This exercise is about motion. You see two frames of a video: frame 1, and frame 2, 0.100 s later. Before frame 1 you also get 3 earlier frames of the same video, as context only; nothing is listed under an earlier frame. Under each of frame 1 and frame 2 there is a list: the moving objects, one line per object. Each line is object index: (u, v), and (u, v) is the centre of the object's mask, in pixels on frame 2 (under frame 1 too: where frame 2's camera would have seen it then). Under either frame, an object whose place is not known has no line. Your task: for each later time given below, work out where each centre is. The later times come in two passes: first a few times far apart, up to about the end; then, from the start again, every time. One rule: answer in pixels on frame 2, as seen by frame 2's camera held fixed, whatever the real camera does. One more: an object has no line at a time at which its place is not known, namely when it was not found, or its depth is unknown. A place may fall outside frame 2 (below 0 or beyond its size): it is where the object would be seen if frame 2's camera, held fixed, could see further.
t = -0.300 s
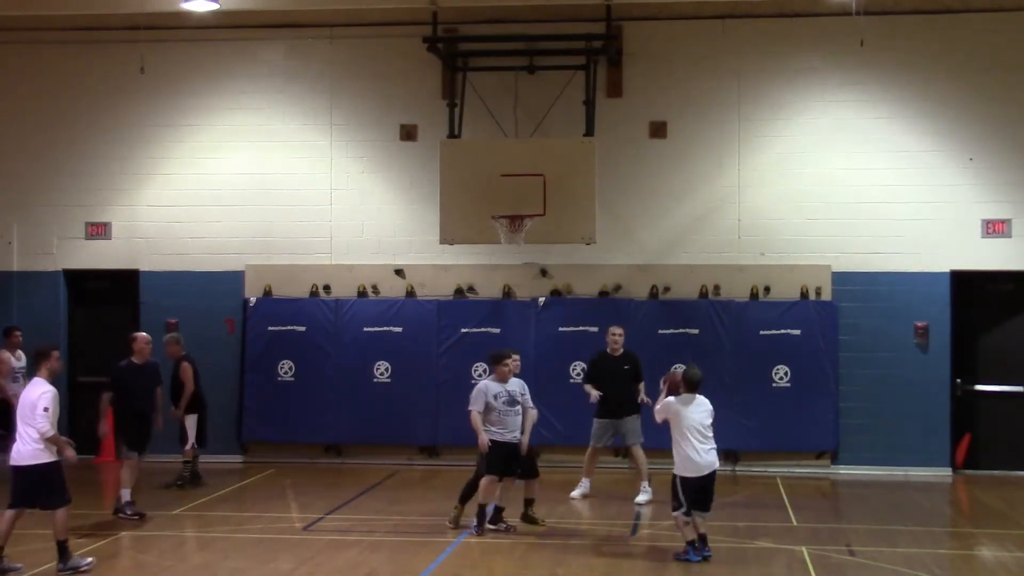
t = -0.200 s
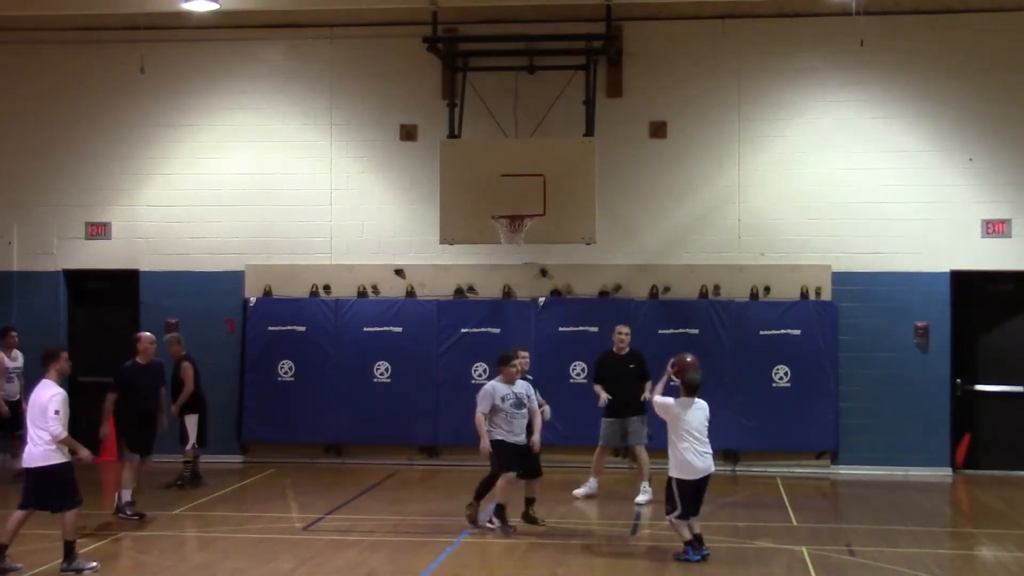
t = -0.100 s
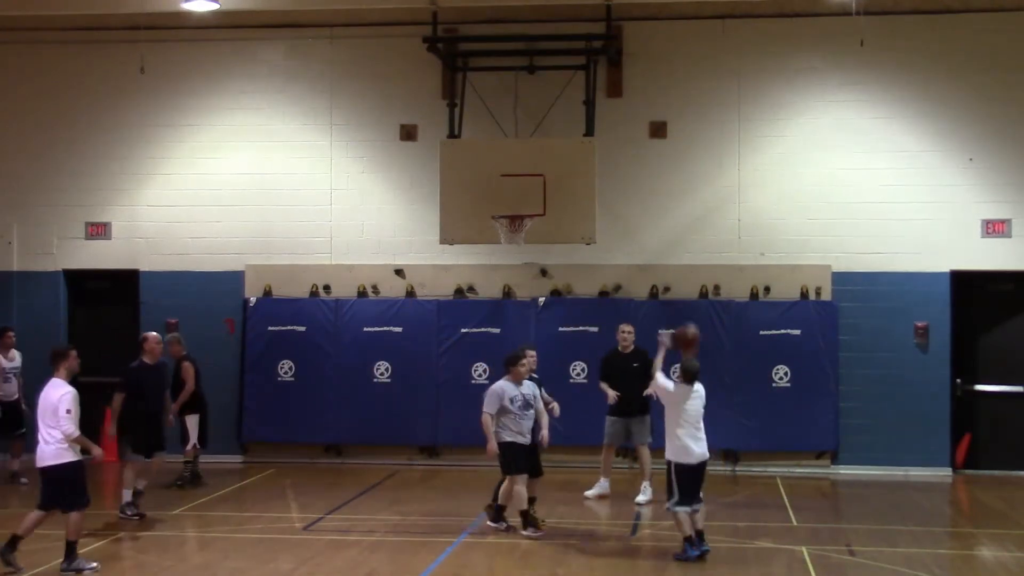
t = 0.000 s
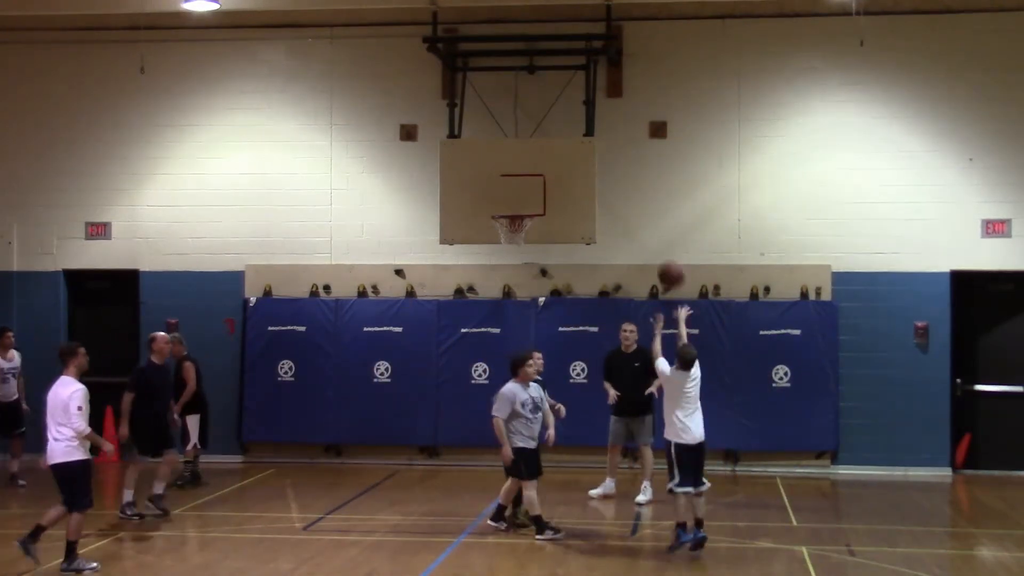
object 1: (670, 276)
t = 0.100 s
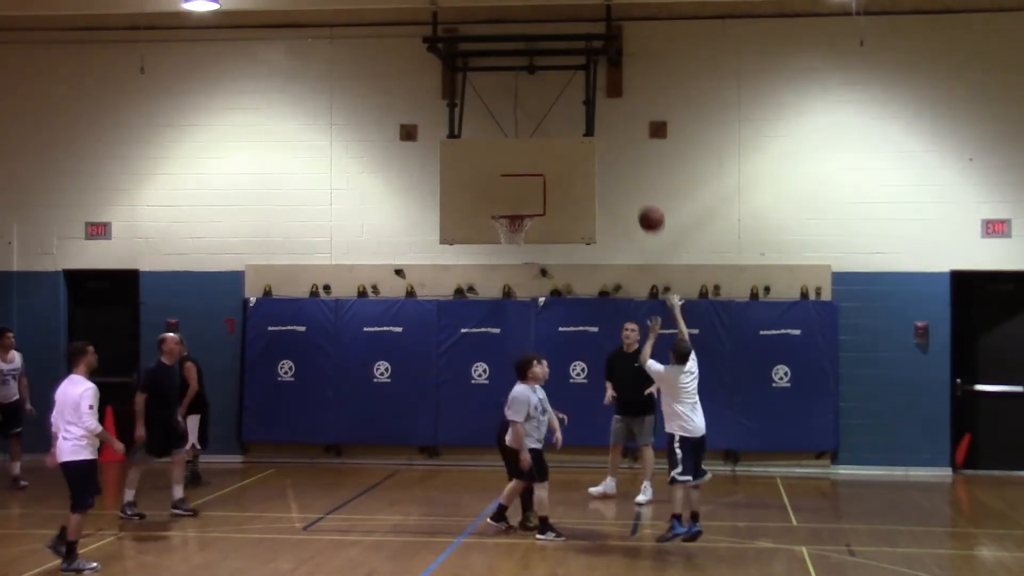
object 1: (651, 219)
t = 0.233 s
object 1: (626, 166)
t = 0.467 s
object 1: (588, 124)
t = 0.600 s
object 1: (569, 123)
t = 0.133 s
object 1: (644, 203)
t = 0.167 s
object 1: (638, 190)
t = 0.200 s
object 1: (632, 177)
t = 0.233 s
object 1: (626, 166)
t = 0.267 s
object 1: (620, 156)
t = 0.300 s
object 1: (614, 147)
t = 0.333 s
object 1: (609, 140)
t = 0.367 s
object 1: (604, 134)
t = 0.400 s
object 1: (600, 129)
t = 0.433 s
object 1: (594, 126)
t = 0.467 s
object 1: (588, 124)
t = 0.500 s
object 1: (581, 122)
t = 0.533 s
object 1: (578, 121)
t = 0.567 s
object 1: (573, 121)
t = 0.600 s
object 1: (569, 123)
